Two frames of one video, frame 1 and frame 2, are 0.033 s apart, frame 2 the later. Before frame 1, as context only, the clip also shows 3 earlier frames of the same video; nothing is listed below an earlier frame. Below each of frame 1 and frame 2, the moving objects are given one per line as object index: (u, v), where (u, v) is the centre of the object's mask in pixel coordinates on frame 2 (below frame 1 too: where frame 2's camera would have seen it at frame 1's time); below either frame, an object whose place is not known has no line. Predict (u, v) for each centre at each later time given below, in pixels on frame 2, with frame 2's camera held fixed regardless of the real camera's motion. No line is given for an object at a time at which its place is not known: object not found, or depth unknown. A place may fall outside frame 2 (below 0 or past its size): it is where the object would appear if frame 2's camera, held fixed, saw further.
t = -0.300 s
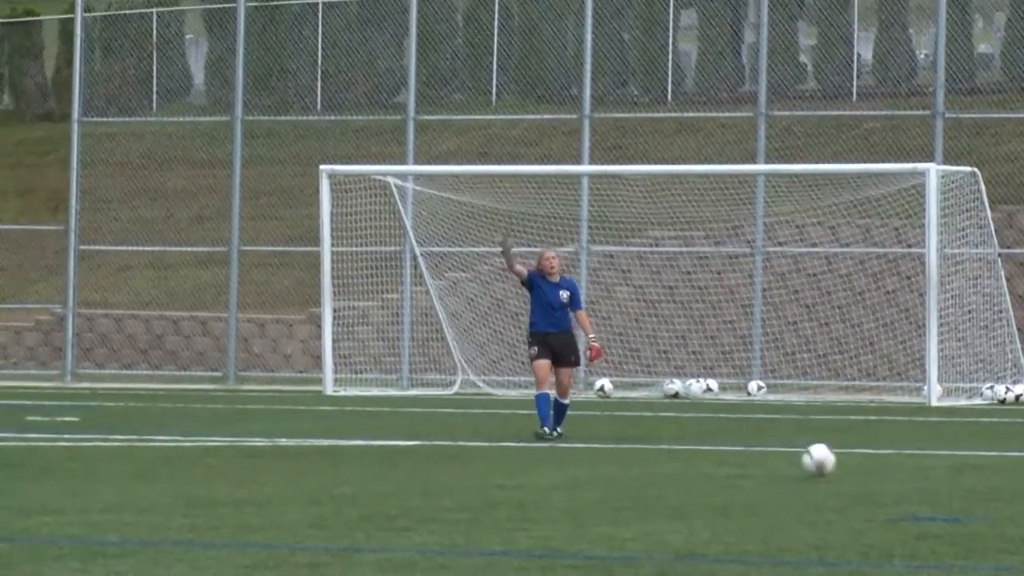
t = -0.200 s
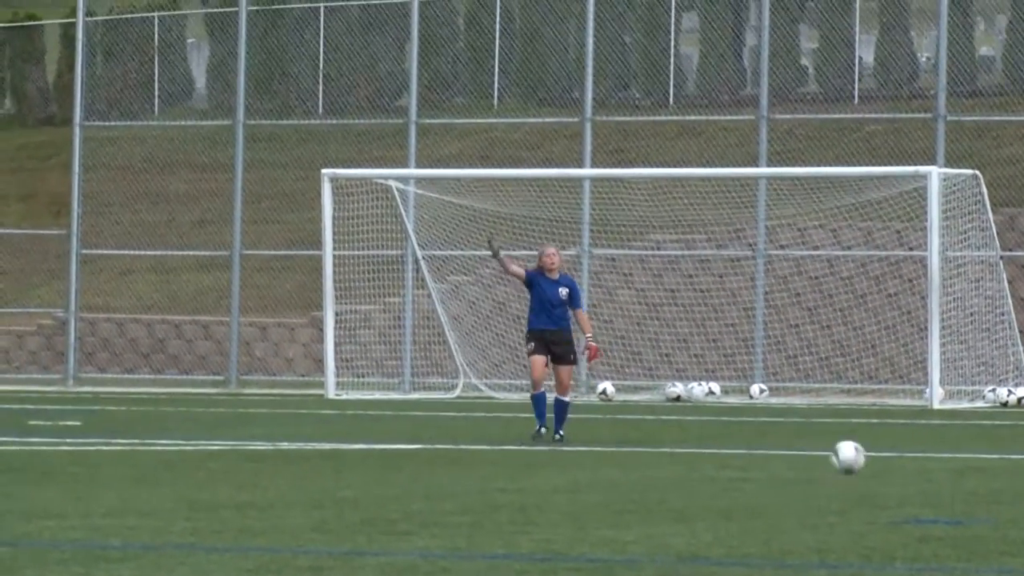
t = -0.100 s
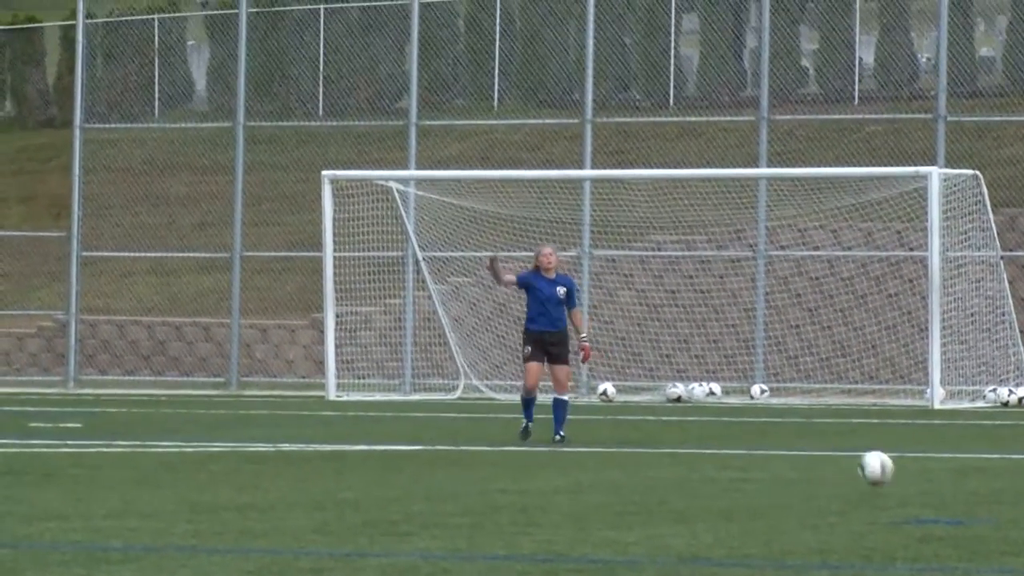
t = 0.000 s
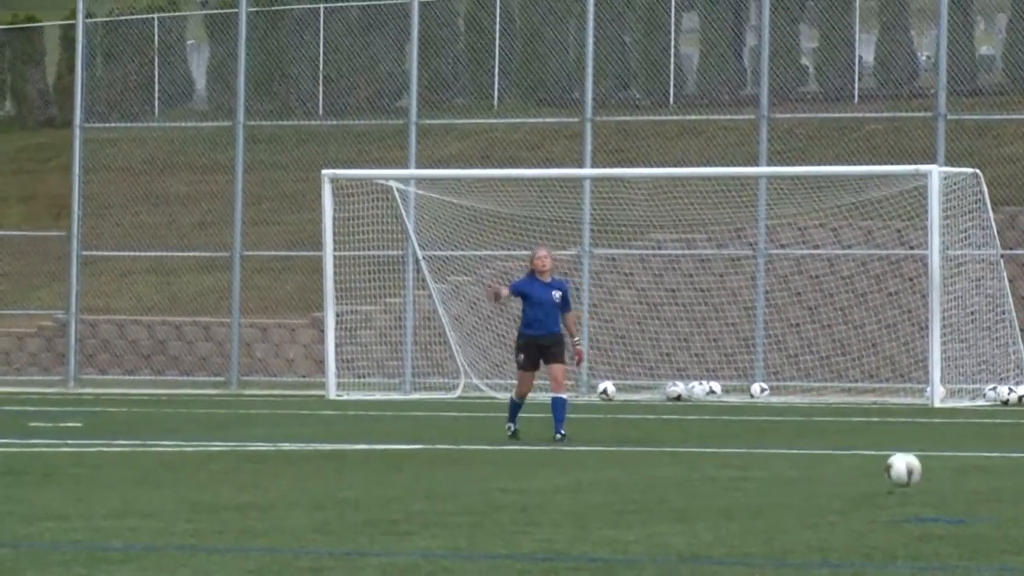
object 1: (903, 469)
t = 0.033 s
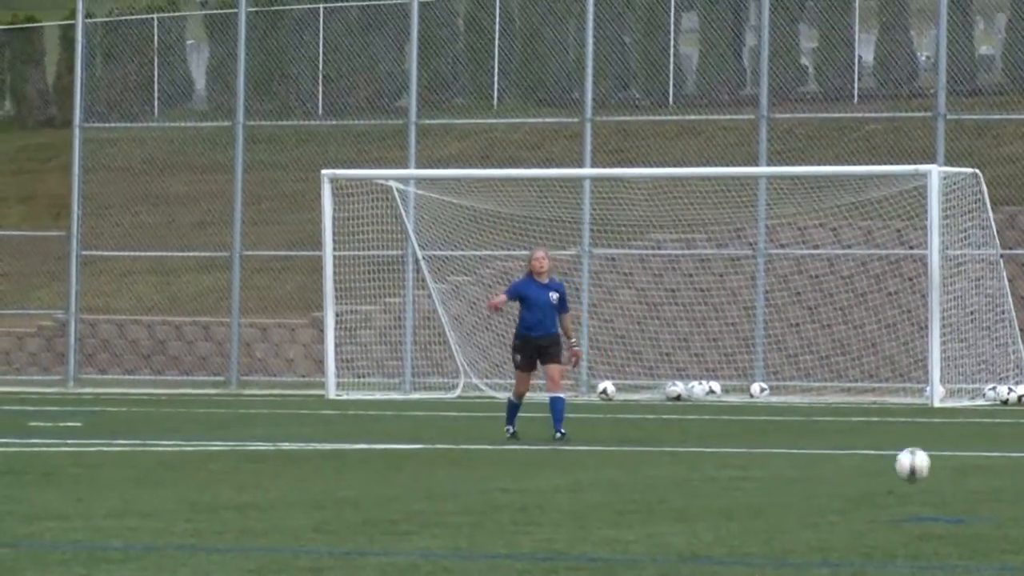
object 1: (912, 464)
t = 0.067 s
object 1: (922, 463)
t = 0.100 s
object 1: (934, 463)
